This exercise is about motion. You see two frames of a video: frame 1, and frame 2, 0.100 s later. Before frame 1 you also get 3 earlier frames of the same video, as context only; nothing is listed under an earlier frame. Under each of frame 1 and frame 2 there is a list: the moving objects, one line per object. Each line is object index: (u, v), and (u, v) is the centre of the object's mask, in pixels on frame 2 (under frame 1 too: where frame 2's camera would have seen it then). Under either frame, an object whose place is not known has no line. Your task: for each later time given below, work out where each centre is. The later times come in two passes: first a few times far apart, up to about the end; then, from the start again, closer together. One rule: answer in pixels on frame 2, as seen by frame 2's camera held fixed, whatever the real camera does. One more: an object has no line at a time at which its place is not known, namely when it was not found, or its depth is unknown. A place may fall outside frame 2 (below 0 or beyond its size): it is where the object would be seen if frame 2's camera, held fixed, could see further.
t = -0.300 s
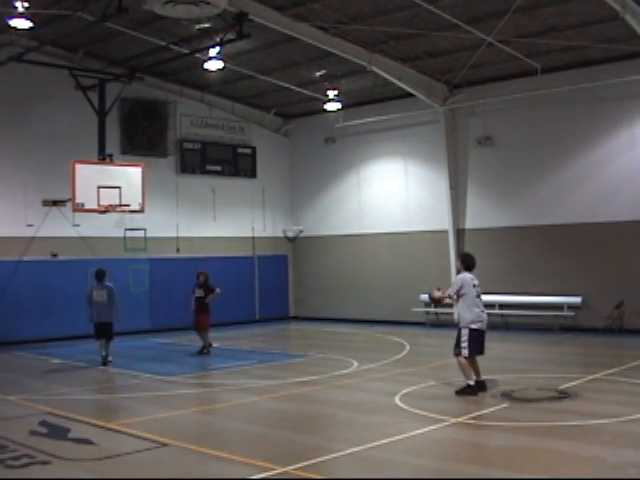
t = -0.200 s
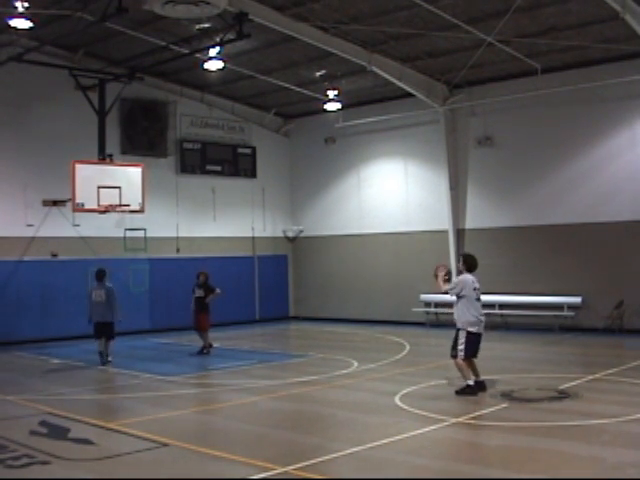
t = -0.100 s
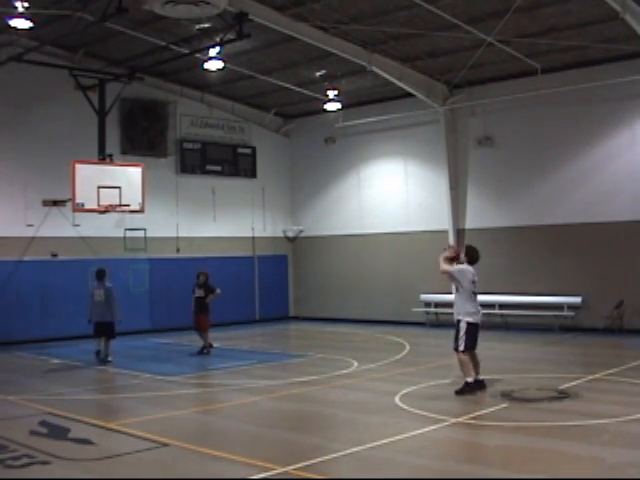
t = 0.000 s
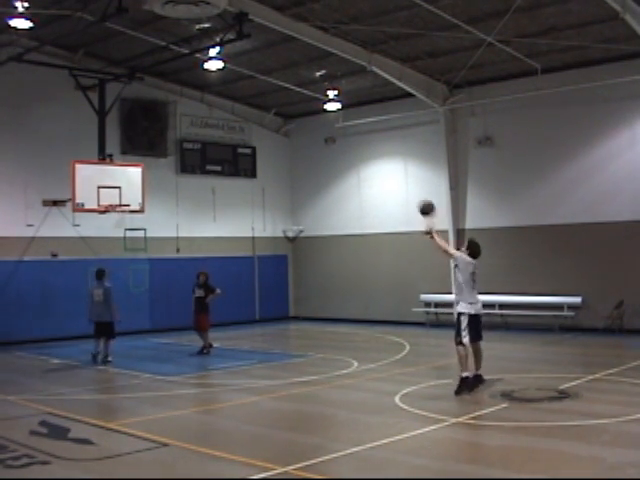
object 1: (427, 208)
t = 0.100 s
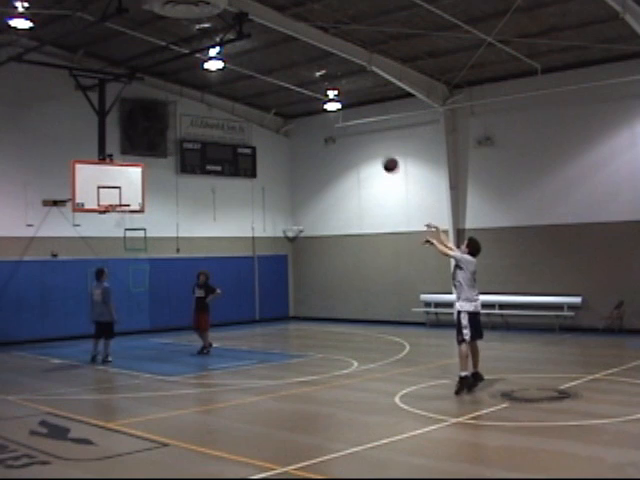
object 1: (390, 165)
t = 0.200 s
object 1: (357, 131)
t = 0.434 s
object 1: (291, 85)
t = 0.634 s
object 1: (243, 77)
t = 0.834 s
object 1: (201, 90)
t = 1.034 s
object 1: (167, 120)
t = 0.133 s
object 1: (379, 152)
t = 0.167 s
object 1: (368, 141)
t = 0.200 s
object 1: (357, 131)
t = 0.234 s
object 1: (347, 121)
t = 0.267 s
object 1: (337, 115)
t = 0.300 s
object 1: (326, 106)
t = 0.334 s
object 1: (317, 100)
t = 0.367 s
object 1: (308, 93)
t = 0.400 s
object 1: (299, 89)
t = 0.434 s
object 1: (291, 85)
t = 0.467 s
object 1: (282, 82)
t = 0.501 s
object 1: (274, 79)
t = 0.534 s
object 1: (266, 78)
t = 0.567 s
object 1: (258, 76)
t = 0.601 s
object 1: (250, 76)
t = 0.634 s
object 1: (243, 77)
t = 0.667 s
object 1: (234, 75)
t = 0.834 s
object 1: (201, 90)
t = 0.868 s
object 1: (195, 93)
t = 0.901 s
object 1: (189, 97)
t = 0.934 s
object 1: (183, 103)
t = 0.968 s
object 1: (177, 108)
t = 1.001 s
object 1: (172, 114)
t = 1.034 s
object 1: (167, 120)
